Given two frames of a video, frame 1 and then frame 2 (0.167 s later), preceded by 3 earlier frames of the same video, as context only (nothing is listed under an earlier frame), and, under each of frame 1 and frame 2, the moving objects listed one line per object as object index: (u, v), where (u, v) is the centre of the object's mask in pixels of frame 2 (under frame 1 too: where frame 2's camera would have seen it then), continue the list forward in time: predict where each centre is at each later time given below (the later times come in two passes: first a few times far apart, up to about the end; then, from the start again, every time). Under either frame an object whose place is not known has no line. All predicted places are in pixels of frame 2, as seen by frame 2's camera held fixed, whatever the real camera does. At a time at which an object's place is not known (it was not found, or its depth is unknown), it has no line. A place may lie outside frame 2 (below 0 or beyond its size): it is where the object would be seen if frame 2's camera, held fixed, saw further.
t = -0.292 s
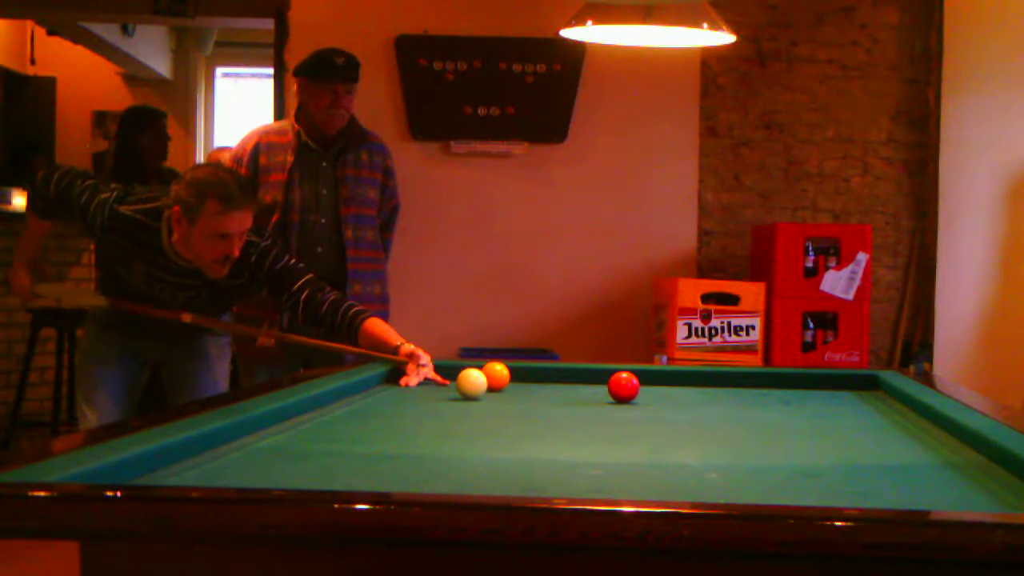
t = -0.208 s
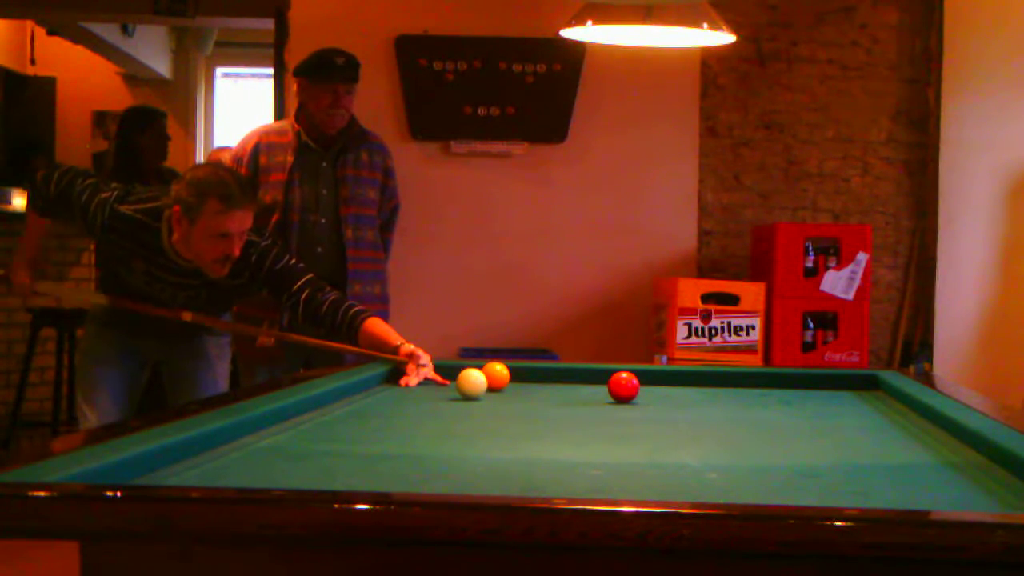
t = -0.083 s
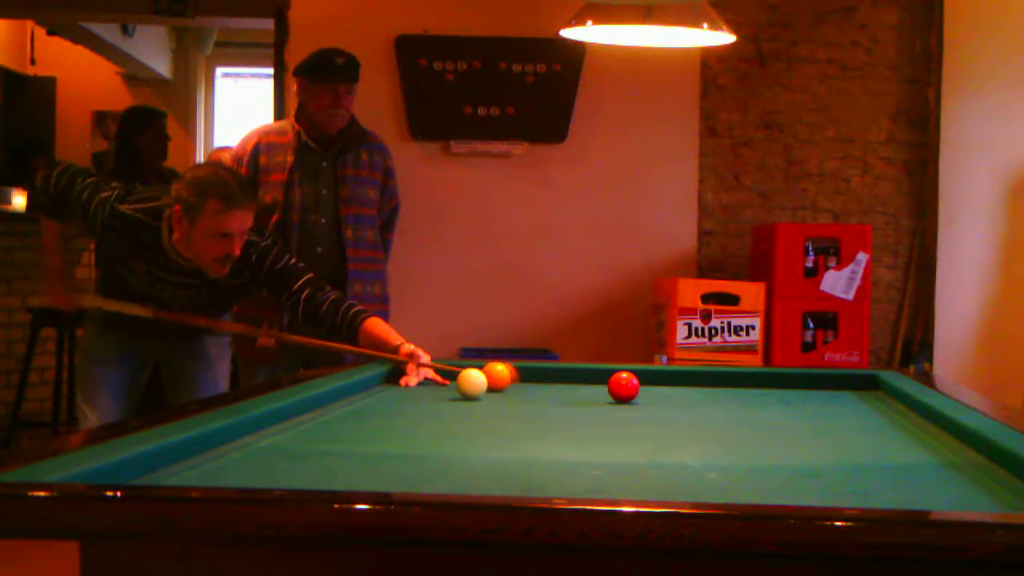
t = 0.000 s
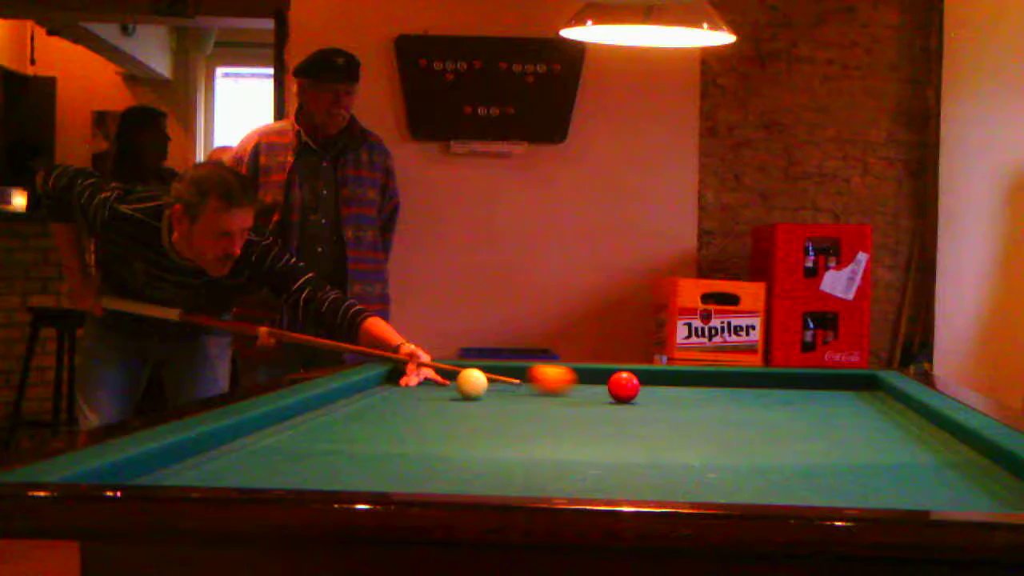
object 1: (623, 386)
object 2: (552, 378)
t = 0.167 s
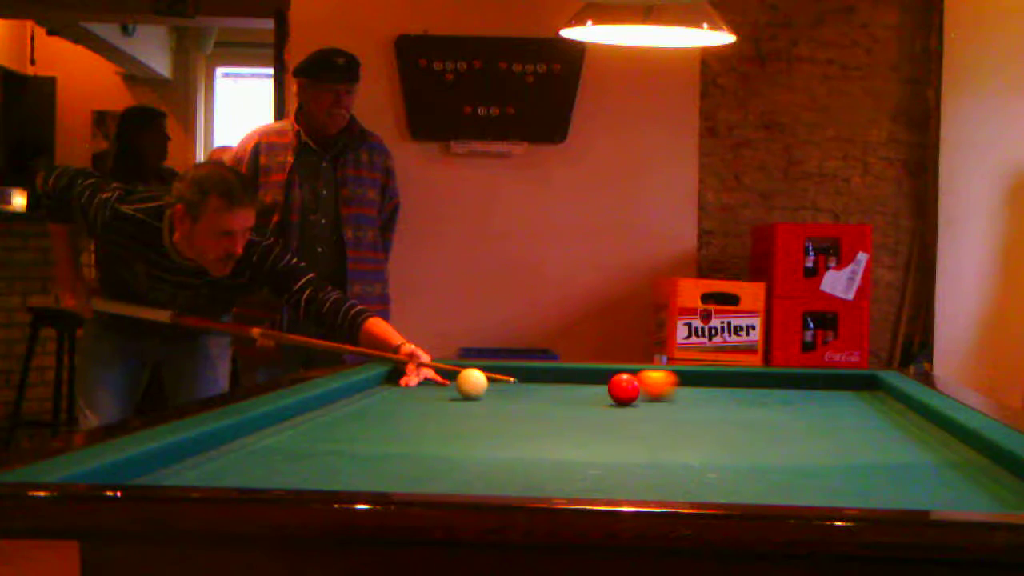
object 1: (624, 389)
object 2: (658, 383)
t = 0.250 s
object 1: (624, 391)
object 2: (697, 384)
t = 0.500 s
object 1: (625, 398)
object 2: (816, 386)
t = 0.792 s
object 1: (626, 406)
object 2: (827, 383)
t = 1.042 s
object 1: (626, 415)
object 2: (761, 378)
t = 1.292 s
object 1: (626, 424)
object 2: (701, 374)
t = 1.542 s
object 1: (626, 434)
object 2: (650, 374)
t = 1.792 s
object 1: (625, 445)
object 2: (599, 375)
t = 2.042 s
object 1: (625, 457)
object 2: (548, 375)
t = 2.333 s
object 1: (623, 473)
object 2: (491, 374)
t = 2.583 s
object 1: (623, 481)
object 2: (434, 377)
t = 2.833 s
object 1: (623, 487)
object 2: (383, 378)
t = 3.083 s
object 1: (627, 482)
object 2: (407, 380)
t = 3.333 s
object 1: (629, 478)
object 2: (432, 383)
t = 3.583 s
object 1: (631, 473)
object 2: (455, 386)
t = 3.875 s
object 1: (632, 465)
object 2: (483, 388)
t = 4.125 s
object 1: (632, 459)
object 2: (505, 391)
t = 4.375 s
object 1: (631, 453)
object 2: (527, 392)
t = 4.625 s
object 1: (629, 448)
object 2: (549, 395)
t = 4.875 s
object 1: (628, 443)
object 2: (569, 397)
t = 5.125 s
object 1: (627, 438)
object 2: (590, 399)
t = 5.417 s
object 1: (625, 434)
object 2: (611, 400)
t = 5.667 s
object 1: (623, 431)
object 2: (630, 399)
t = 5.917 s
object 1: (621, 428)
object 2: (647, 403)
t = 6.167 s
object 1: (619, 424)
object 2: (661, 406)
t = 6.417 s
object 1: (618, 422)
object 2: (676, 408)
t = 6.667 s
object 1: (623, 420)
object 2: (695, 409)
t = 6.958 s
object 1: (620, 417)
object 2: (708, 411)
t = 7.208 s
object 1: (618, 415)
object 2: (719, 412)
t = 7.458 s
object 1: (614, 414)
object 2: (726, 412)
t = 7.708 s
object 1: (612, 412)
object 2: (733, 413)
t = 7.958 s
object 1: (603, 410)
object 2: (733, 413)
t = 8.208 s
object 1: (601, 409)
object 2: (736, 414)
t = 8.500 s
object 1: (598, 408)
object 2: (738, 414)
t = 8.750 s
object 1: (594, 407)
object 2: (738, 414)
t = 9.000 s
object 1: (592, 406)
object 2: (737, 414)
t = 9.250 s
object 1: (590, 406)
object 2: (737, 414)
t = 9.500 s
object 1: (588, 405)
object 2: (737, 414)
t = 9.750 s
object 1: (586, 405)
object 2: (737, 413)
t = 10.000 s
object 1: (585, 404)
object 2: (737, 413)
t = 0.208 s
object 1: (624, 390)
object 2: (677, 384)
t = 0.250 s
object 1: (624, 391)
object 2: (697, 384)
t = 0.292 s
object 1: (624, 392)
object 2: (717, 385)
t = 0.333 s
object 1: (625, 393)
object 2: (737, 384)
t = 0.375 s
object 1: (625, 394)
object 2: (757, 385)
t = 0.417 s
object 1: (625, 396)
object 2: (777, 385)
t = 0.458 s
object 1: (625, 397)
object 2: (797, 385)
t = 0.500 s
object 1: (625, 398)
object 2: (816, 386)
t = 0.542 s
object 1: (626, 399)
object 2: (836, 386)
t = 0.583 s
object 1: (626, 400)
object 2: (856, 386)
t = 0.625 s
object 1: (626, 401)
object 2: (873, 386)
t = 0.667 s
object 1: (626, 403)
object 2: (865, 385)
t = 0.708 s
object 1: (626, 404)
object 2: (851, 384)
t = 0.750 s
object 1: (626, 405)
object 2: (839, 384)
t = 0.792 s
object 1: (626, 406)
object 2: (827, 383)
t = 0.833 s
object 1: (626, 408)
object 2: (816, 382)
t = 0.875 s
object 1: (626, 409)
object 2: (805, 381)
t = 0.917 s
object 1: (626, 410)
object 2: (793, 380)
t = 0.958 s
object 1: (626, 412)
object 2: (783, 380)
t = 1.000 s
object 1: (626, 413)
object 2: (772, 379)
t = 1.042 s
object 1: (626, 415)
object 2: (761, 378)
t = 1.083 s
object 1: (626, 416)
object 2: (751, 377)
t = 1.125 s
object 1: (626, 418)
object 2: (740, 376)
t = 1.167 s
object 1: (626, 419)
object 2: (730, 375)
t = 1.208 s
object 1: (627, 420)
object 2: (720, 375)
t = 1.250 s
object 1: (626, 422)
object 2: (711, 374)
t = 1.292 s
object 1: (626, 424)
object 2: (701, 374)
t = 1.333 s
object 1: (626, 425)
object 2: (692, 373)
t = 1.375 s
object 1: (626, 427)
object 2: (683, 374)
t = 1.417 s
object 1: (626, 428)
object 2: (675, 374)
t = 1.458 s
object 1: (626, 430)
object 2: (666, 373)
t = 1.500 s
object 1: (626, 432)
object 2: (658, 373)
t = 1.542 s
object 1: (626, 434)
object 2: (650, 374)
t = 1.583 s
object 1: (626, 435)
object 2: (641, 374)
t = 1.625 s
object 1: (626, 437)
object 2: (633, 374)
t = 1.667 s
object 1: (626, 439)
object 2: (624, 374)
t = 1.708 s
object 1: (625, 441)
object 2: (616, 374)
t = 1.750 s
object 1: (625, 443)
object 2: (607, 374)
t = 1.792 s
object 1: (625, 445)
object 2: (599, 375)
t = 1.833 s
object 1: (625, 447)
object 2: (590, 375)
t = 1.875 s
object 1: (625, 449)
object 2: (582, 375)
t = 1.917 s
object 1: (625, 451)
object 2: (573, 375)
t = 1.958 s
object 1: (625, 453)
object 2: (564, 375)
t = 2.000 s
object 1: (625, 455)
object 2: (556, 375)
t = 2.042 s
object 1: (625, 457)
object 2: (548, 375)
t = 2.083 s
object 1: (624, 460)
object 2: (539, 376)
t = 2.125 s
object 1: (624, 462)
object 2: (530, 376)
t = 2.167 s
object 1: (624, 464)
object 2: (522, 376)
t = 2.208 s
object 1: (624, 467)
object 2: (513, 376)
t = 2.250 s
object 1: (624, 469)
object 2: (504, 376)
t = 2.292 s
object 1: (624, 471)
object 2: (497, 375)
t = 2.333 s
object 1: (623, 473)
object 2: (491, 374)
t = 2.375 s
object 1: (623, 474)
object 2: (484, 370)
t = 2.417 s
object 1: (623, 476)
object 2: (467, 368)
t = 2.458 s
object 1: (623, 477)
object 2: (454, 374)
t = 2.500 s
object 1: (623, 479)
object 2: (449, 376)
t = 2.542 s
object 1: (623, 480)
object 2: (442, 377)
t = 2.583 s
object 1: (623, 481)
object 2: (434, 377)
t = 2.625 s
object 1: (623, 482)
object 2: (426, 377)
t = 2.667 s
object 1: (622, 484)
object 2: (416, 377)
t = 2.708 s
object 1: (622, 485)
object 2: (408, 377)
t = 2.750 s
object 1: (622, 487)
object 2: (399, 377)
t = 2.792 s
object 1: (622, 488)
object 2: (390, 377)
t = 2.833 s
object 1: (623, 487)
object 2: (383, 378)
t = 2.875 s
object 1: (624, 486)
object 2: (386, 378)
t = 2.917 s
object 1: (624, 485)
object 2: (390, 378)
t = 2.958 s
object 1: (625, 484)
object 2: (394, 379)
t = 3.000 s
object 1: (626, 484)
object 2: (399, 379)
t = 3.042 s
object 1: (626, 483)
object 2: (403, 380)
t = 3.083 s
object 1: (627, 482)
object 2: (407, 380)
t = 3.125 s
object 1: (627, 482)
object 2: (411, 380)
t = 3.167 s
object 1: (628, 481)
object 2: (415, 381)
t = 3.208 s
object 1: (628, 480)
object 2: (419, 381)
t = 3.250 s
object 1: (629, 479)
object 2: (423, 382)
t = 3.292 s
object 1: (629, 479)
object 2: (427, 382)
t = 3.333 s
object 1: (629, 478)
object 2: (432, 383)
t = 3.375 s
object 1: (630, 477)
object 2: (435, 383)
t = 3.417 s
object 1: (630, 476)
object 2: (439, 384)
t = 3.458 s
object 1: (630, 475)
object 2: (443, 384)
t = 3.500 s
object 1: (630, 475)
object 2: (446, 384)
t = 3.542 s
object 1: (631, 474)
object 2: (450, 385)
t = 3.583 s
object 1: (631, 473)
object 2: (455, 386)
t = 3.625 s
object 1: (631, 472)
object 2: (459, 386)
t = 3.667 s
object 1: (631, 471)
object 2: (463, 386)
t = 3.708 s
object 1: (632, 470)
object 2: (467, 386)
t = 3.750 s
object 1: (632, 469)
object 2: (471, 385)
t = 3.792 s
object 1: (632, 468)
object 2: (473, 385)
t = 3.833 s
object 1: (632, 467)
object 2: (479, 388)
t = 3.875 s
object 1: (632, 465)
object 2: (483, 388)
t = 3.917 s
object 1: (632, 464)
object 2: (487, 389)
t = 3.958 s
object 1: (632, 463)
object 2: (491, 389)
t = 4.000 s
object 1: (632, 462)
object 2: (494, 390)
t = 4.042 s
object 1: (632, 461)
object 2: (498, 390)
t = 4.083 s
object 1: (632, 460)
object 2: (502, 390)
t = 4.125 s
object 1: (632, 459)
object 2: (505, 391)
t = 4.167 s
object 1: (632, 458)
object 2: (509, 391)
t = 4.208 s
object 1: (632, 457)
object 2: (513, 391)
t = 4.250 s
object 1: (632, 456)
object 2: (517, 392)
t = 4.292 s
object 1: (631, 455)
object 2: (520, 392)
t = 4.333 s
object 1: (631, 454)
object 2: (524, 392)
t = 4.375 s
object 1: (631, 453)
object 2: (527, 392)
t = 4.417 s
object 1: (631, 452)
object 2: (531, 393)
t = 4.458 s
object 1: (631, 451)
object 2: (535, 393)
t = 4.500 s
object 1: (630, 450)
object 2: (538, 394)
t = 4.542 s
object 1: (630, 449)
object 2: (542, 394)
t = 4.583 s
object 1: (630, 449)
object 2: (545, 394)
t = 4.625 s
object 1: (629, 448)
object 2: (549, 395)
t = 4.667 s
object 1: (629, 447)
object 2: (552, 395)
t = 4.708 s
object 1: (629, 446)
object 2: (556, 396)
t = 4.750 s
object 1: (629, 445)
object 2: (559, 396)
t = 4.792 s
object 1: (629, 444)
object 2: (563, 396)
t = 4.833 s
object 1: (629, 444)
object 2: (566, 396)
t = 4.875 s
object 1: (628, 443)
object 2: (569, 397)
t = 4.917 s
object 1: (628, 442)
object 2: (573, 397)
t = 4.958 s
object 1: (628, 441)
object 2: (576, 397)
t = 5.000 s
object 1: (628, 440)
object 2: (580, 398)
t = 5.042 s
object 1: (627, 440)
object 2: (583, 398)
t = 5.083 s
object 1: (627, 439)
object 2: (586, 398)
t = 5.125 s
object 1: (627, 438)
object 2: (590, 399)
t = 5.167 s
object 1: (627, 437)
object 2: (593, 399)
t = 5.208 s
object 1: (627, 437)
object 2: (596, 399)
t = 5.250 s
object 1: (626, 436)
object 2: (599, 400)
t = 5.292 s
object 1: (626, 436)
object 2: (602, 400)
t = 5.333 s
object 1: (625, 435)
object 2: (605, 400)
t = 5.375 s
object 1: (625, 434)
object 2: (608, 400)
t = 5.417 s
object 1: (625, 434)
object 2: (611, 400)
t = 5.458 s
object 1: (625, 433)
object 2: (614, 400)
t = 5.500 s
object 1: (624, 433)
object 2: (616, 399)
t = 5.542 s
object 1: (624, 432)
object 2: (620, 399)
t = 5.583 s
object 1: (623, 432)
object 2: (623, 399)
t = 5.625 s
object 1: (623, 431)
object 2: (626, 399)
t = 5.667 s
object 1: (623, 431)
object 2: (630, 399)
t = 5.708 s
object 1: (622, 430)
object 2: (633, 400)
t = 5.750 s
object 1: (622, 430)
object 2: (636, 400)
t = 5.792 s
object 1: (622, 429)
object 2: (639, 401)
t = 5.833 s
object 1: (621, 428)
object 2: (642, 402)
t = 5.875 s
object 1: (621, 428)
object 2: (645, 402)
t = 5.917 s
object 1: (621, 428)
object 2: (647, 403)
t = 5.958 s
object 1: (621, 427)
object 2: (649, 404)
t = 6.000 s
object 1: (620, 426)
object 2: (651, 405)
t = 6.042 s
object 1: (620, 426)
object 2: (654, 405)
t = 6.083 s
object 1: (620, 425)
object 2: (656, 406)
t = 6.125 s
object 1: (619, 425)
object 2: (659, 406)
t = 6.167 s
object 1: (619, 424)
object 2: (661, 406)
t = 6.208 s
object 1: (619, 424)
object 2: (664, 406)
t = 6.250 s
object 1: (619, 424)
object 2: (666, 407)
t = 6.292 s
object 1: (618, 423)
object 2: (668, 407)
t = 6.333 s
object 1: (618, 423)
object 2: (671, 407)
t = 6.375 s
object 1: (618, 422)
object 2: (673, 407)
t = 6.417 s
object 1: (618, 422)
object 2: (676, 408)
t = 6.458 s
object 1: (618, 421)
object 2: (678, 408)
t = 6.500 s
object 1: (617, 421)
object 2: (680, 408)
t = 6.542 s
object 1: (617, 420)
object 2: (682, 408)
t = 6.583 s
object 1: (616, 420)
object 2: (684, 409)
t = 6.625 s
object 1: (616, 420)
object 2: (686, 409)
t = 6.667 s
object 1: (623, 420)
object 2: (695, 409)
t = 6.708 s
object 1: (622, 420)
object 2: (697, 410)
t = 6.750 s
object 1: (622, 419)
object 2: (699, 410)
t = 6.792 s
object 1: (622, 419)
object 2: (701, 410)
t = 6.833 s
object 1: (621, 418)
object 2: (703, 410)
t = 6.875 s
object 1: (621, 418)
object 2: (705, 410)
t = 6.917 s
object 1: (620, 417)
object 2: (707, 411)
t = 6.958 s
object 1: (620, 417)
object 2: (708, 411)
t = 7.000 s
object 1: (619, 417)
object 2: (710, 411)
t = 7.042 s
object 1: (619, 417)
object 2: (712, 411)
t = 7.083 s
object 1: (618, 416)
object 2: (713, 411)
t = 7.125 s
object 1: (618, 416)
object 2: (715, 411)
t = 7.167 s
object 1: (618, 416)
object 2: (717, 411)
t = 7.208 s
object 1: (618, 415)
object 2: (719, 412)
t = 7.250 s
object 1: (617, 415)
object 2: (720, 412)
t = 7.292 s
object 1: (616, 415)
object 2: (721, 412)
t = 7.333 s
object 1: (615, 414)
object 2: (722, 412)
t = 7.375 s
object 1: (615, 414)
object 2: (723, 412)
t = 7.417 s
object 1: (614, 414)
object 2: (725, 412)
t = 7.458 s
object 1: (614, 414)
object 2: (726, 412)
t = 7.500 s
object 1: (614, 413)
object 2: (728, 413)
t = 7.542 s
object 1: (614, 413)
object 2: (730, 412)
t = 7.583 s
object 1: (613, 412)
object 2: (730, 412)
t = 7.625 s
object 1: (612, 412)
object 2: (731, 412)
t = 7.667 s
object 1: (612, 412)
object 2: (732, 413)
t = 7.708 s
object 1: (612, 412)
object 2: (733, 413)
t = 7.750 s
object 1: (605, 411)
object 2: (728, 413)
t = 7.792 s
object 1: (604, 411)
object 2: (729, 413)
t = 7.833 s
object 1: (604, 411)
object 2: (730, 413)
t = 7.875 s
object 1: (604, 411)
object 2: (731, 413)
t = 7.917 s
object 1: (603, 411)
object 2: (732, 413)
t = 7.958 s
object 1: (603, 410)
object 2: (733, 413)
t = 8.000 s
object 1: (602, 410)
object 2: (733, 413)
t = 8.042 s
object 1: (602, 410)
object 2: (734, 413)
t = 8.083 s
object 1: (602, 410)
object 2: (735, 413)
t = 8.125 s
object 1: (601, 410)
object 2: (735, 413)
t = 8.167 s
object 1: (601, 409)
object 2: (736, 414)
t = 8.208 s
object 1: (601, 409)
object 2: (736, 414)
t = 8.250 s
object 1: (600, 409)
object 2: (737, 414)
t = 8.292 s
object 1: (600, 409)
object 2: (737, 414)
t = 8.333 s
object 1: (599, 409)
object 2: (738, 414)
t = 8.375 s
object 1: (599, 409)
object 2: (738, 414)
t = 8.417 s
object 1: (598, 408)
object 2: (738, 414)
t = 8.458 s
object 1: (598, 408)
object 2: (738, 414)
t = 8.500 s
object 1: (598, 408)
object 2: (738, 414)
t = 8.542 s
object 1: (597, 408)
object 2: (738, 414)
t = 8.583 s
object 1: (596, 408)
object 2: (738, 414)
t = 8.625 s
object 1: (596, 408)
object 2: (738, 414)
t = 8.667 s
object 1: (595, 407)
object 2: (738, 414)
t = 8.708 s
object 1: (595, 407)
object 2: (738, 414)
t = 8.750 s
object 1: (594, 407)
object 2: (738, 414)
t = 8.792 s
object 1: (594, 407)
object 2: (738, 414)
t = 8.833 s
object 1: (593, 407)
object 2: (738, 414)
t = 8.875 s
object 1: (593, 407)
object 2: (737, 414)
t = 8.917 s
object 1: (593, 406)
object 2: (737, 414)
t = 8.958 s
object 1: (592, 406)
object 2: (737, 414)
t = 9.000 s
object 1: (592, 406)
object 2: (737, 414)
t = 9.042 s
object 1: (591, 406)
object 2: (737, 413)
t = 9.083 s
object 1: (591, 406)
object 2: (737, 414)
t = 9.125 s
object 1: (591, 406)
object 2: (737, 414)
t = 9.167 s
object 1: (590, 406)
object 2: (737, 413)
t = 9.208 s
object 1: (590, 406)
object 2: (737, 414)
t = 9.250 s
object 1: (590, 406)
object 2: (737, 414)
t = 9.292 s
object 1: (589, 405)
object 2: (737, 414)
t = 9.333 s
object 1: (589, 405)
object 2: (737, 414)
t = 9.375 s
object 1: (589, 405)
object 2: (737, 414)
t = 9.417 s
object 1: (588, 405)
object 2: (737, 413)
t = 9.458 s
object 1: (588, 405)
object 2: (737, 414)
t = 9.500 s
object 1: (588, 405)
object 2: (737, 414)
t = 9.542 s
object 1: (588, 405)
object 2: (737, 414)
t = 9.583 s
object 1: (588, 405)
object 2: (737, 414)
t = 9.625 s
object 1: (587, 405)
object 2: (737, 414)
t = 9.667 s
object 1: (587, 405)
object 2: (737, 414)
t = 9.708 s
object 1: (587, 405)
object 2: (737, 413)
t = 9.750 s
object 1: (586, 405)
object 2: (737, 413)
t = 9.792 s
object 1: (586, 404)
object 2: (737, 413)
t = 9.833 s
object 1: (586, 404)
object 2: (737, 414)
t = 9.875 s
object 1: (586, 404)
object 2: (737, 414)
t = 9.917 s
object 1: (585, 404)
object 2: (737, 414)
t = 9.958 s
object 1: (585, 404)
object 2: (737, 414)
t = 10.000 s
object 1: (585, 404)
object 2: (737, 413)
